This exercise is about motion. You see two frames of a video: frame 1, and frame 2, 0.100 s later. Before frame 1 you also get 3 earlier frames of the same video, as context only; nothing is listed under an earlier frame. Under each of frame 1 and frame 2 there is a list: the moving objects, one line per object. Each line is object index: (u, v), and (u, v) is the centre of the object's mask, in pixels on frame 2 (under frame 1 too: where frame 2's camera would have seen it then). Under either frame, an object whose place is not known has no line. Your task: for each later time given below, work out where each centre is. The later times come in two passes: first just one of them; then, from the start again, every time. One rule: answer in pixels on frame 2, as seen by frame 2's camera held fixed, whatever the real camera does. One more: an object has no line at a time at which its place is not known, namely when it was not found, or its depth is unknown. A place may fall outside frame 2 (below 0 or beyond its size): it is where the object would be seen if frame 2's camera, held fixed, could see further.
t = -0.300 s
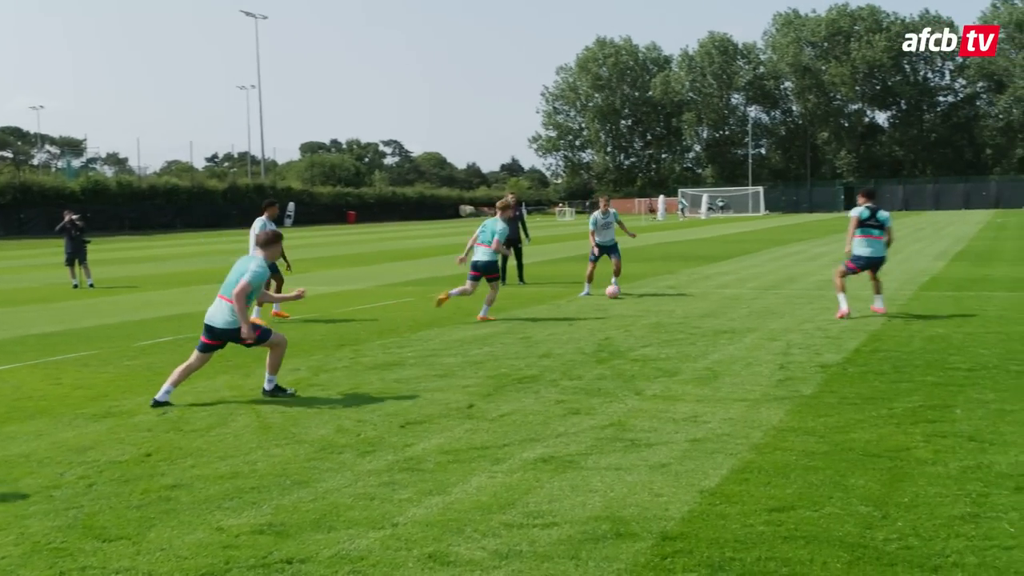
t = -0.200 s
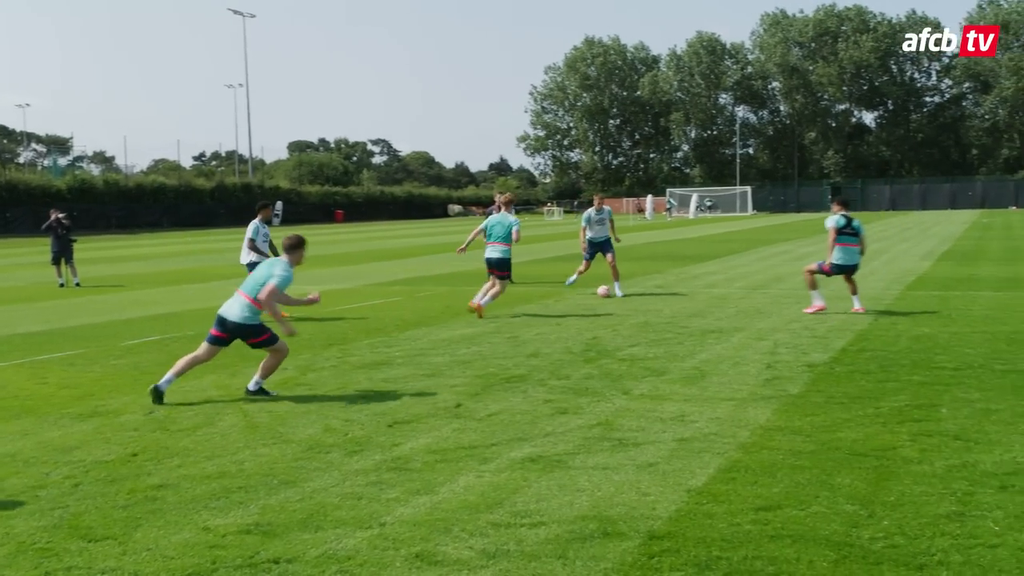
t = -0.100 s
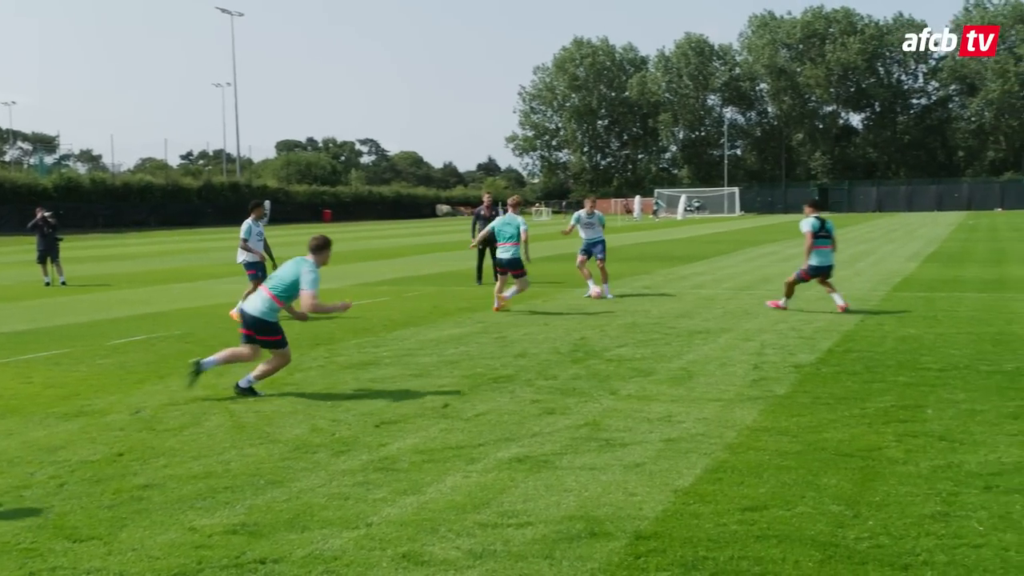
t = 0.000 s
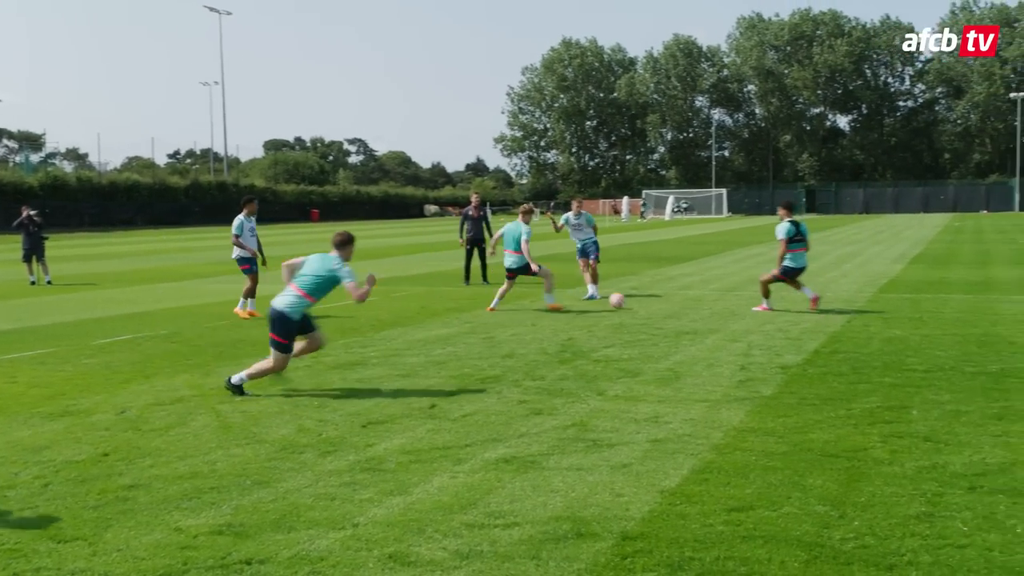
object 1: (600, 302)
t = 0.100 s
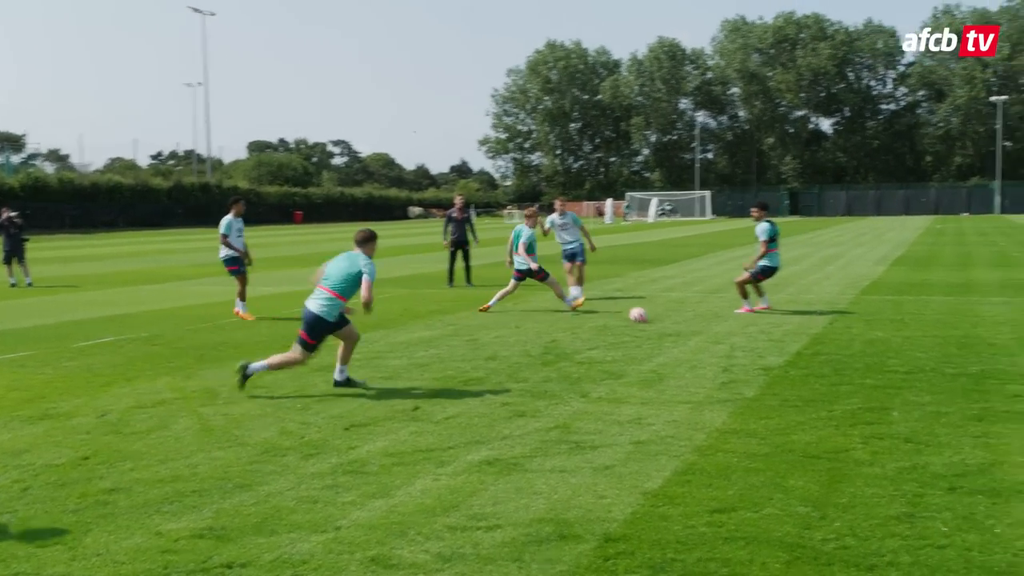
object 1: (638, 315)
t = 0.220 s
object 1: (688, 328)
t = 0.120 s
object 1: (645, 317)
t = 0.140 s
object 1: (653, 318)
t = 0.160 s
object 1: (661, 320)
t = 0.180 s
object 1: (670, 322)
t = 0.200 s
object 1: (679, 325)
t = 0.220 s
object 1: (688, 328)
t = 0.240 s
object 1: (698, 330)
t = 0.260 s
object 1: (708, 333)
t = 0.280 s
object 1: (717, 336)
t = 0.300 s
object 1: (727, 339)
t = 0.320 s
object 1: (738, 341)
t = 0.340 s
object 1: (748, 344)
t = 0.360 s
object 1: (759, 346)
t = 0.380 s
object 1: (771, 349)
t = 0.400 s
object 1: (783, 352)
